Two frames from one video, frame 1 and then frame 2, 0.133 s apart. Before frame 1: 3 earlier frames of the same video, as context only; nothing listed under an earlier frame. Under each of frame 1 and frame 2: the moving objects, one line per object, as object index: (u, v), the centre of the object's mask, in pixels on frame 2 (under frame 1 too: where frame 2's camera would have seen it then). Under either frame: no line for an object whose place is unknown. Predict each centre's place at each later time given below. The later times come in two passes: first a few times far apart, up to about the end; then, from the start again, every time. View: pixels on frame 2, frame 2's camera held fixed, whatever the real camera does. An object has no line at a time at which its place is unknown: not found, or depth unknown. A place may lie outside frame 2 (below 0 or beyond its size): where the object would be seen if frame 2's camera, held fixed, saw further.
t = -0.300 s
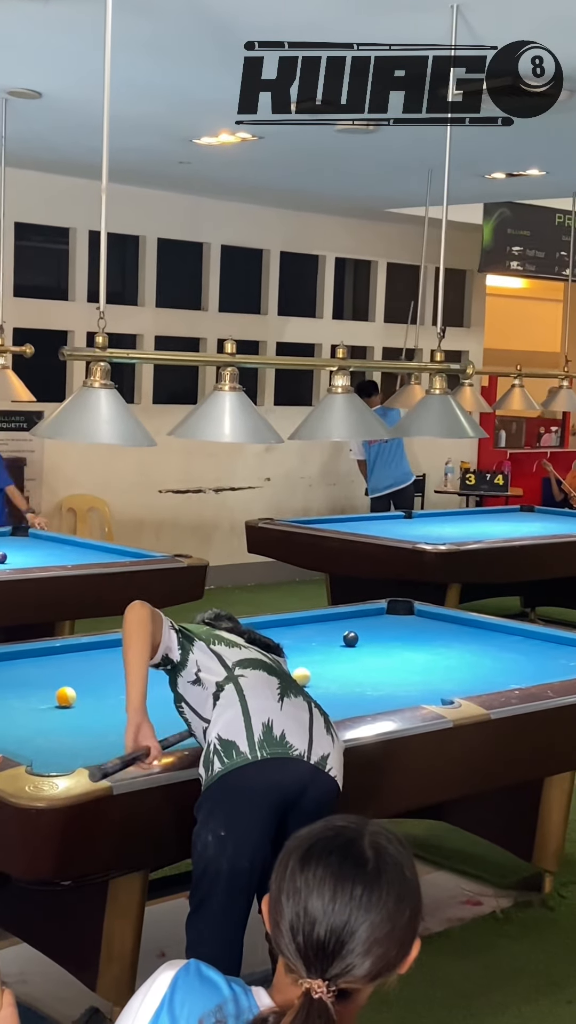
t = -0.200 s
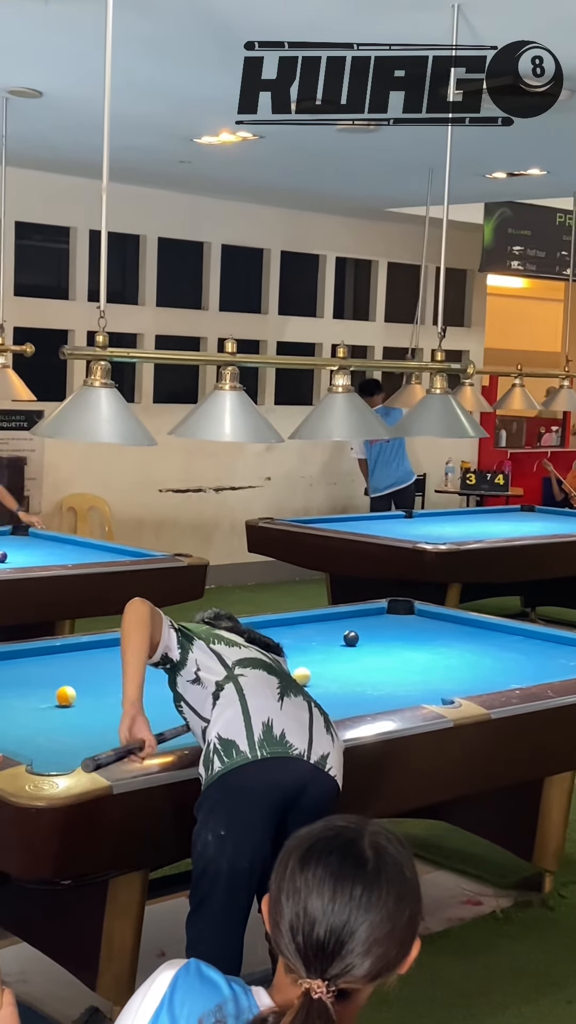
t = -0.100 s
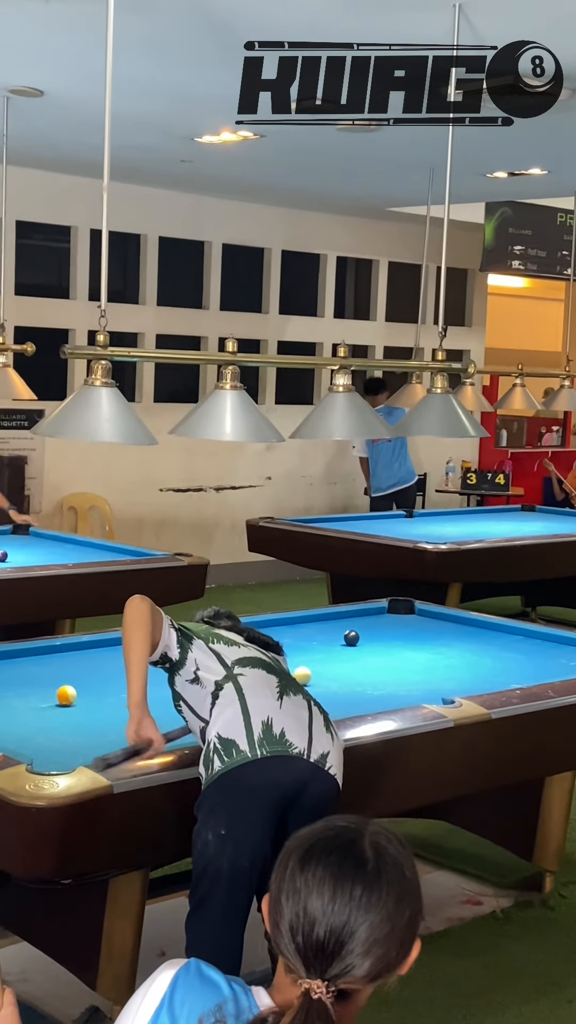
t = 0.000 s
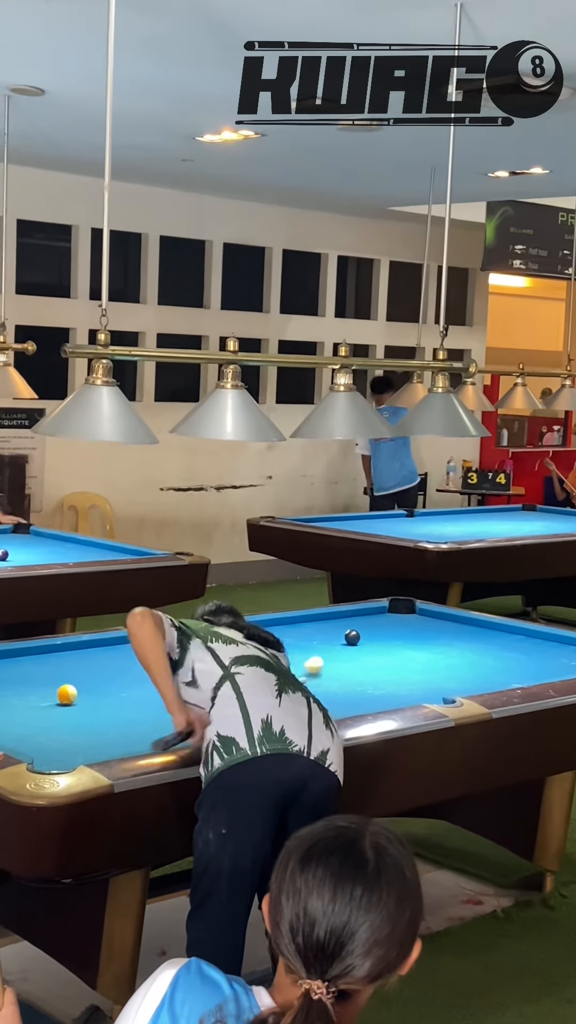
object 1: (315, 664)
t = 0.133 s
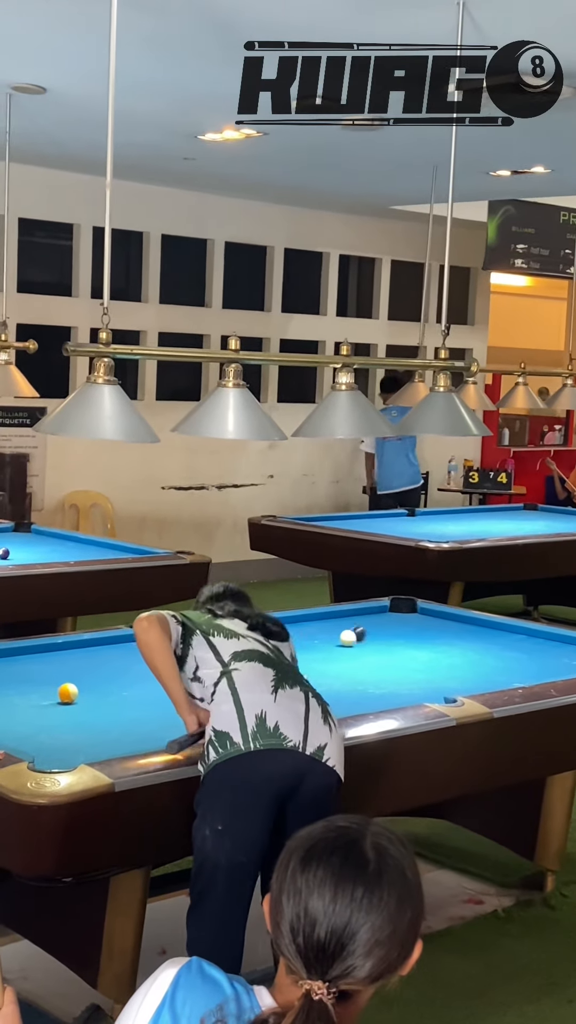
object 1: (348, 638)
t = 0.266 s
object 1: (337, 638)
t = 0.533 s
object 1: (317, 640)
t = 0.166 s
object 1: (345, 638)
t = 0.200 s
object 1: (343, 638)
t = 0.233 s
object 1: (340, 638)
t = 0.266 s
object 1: (337, 638)
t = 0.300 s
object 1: (334, 638)
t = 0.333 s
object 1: (331, 639)
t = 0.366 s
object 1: (329, 639)
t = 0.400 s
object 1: (326, 639)
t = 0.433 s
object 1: (323, 640)
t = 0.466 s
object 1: (321, 640)
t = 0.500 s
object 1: (319, 640)
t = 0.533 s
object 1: (317, 640)
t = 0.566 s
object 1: (316, 640)
